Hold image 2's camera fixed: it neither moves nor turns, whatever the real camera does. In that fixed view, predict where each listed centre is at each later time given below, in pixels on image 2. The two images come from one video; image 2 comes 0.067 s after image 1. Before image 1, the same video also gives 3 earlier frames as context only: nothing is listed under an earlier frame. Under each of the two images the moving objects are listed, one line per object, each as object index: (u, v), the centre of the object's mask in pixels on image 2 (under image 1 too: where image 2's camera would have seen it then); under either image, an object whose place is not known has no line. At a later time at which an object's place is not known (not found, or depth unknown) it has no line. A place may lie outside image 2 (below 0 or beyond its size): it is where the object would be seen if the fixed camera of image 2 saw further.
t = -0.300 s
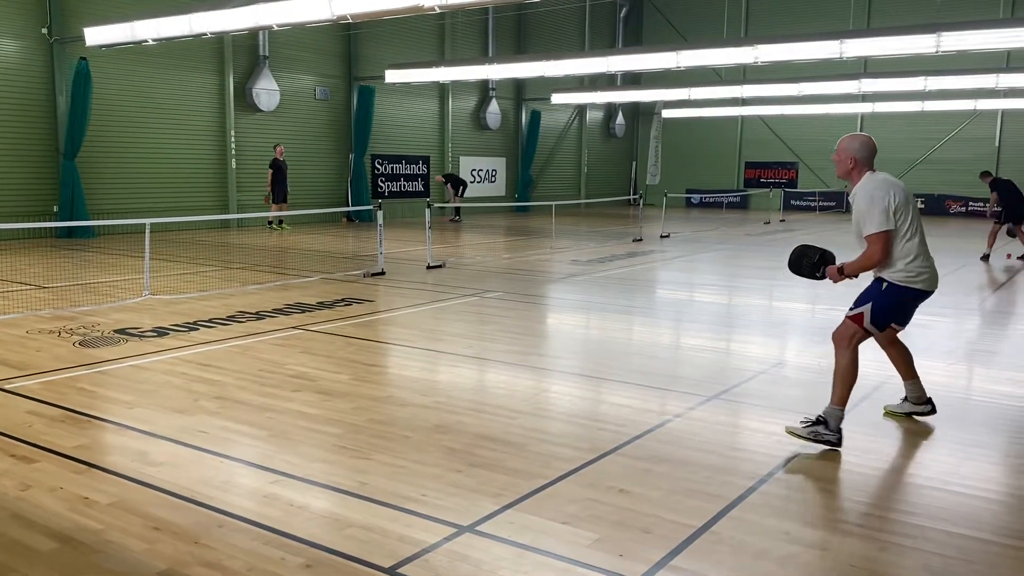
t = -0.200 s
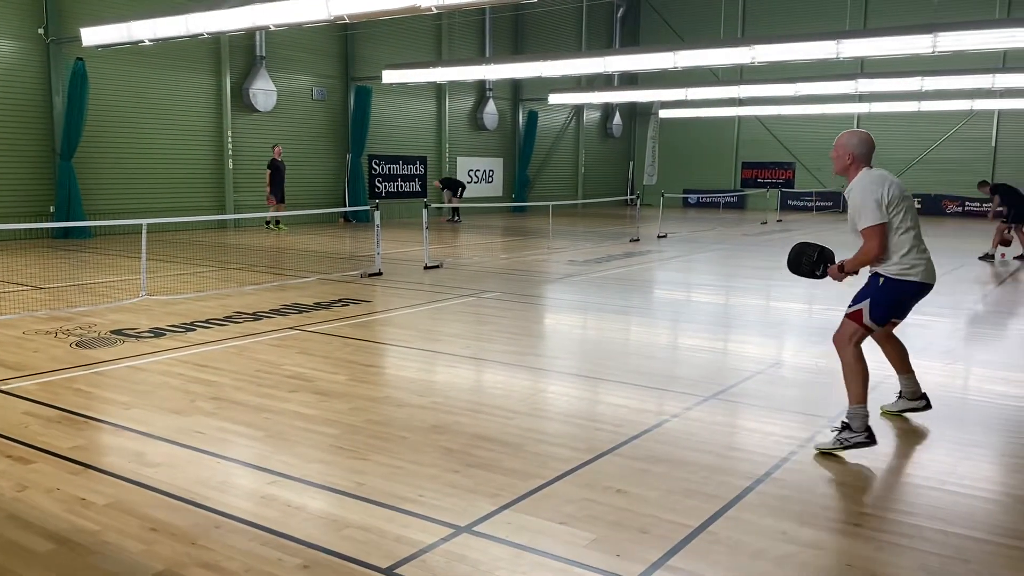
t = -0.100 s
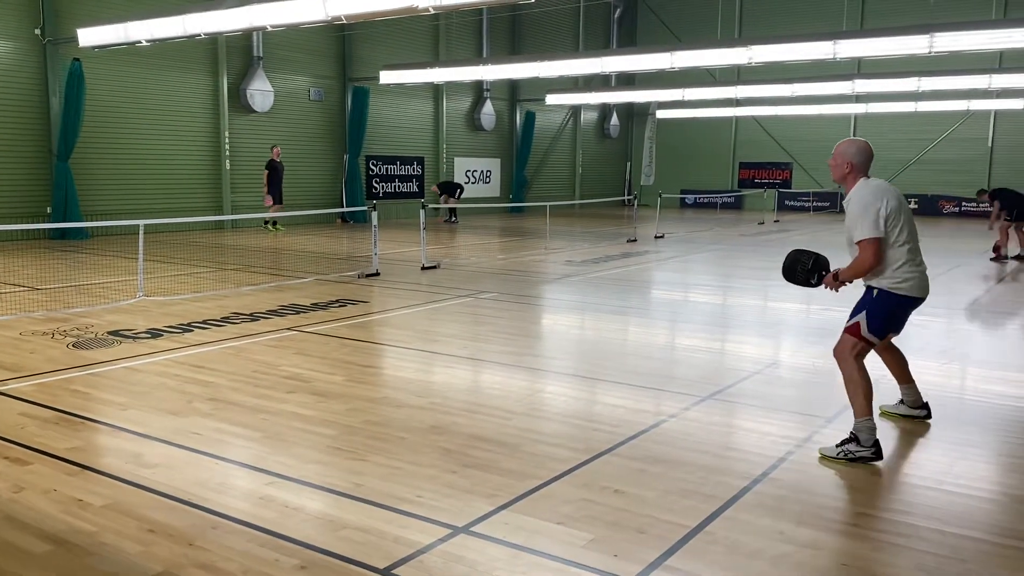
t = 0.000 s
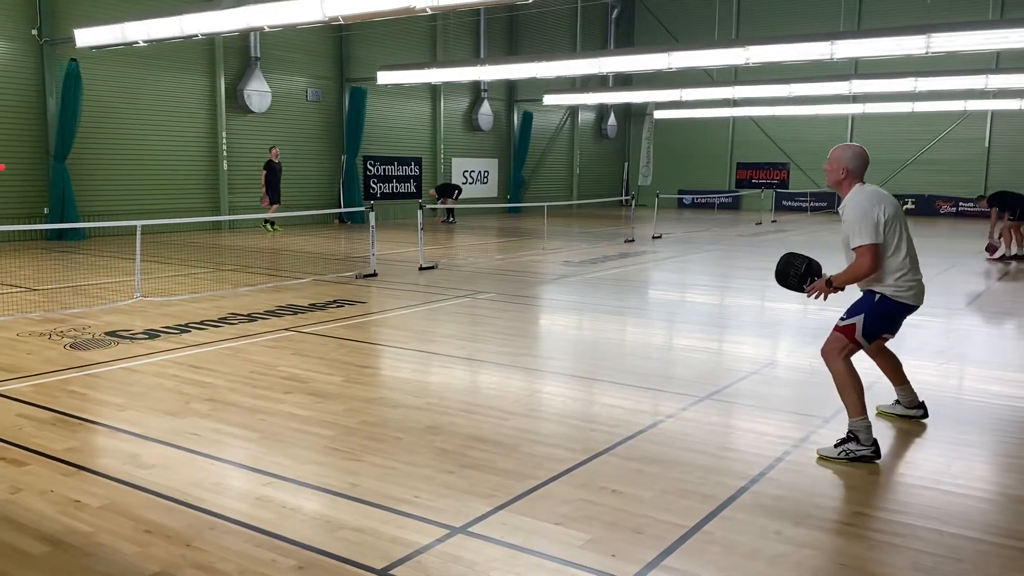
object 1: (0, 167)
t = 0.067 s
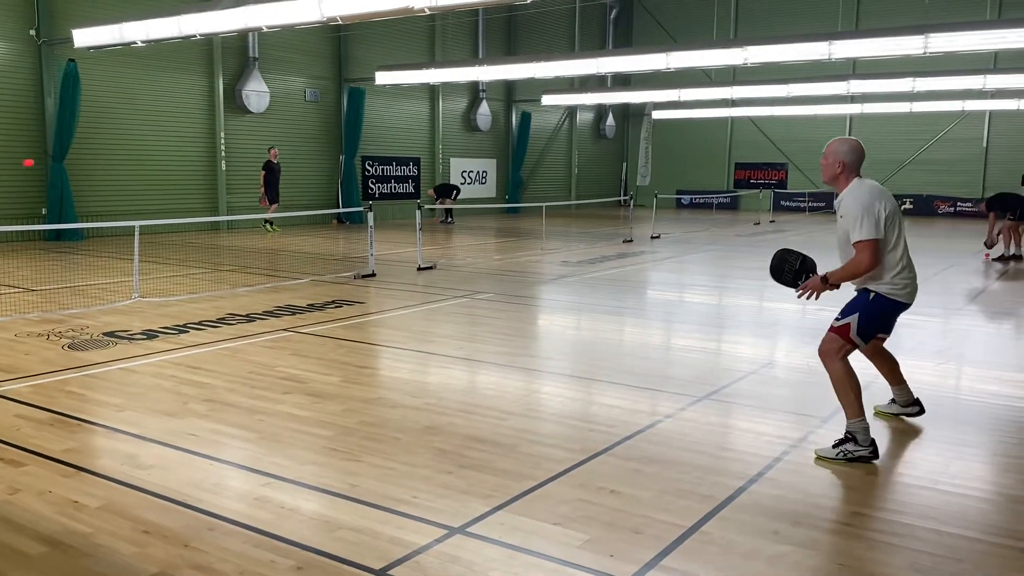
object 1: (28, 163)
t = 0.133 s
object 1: (62, 162)
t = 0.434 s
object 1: (251, 226)
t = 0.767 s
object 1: (550, 387)
